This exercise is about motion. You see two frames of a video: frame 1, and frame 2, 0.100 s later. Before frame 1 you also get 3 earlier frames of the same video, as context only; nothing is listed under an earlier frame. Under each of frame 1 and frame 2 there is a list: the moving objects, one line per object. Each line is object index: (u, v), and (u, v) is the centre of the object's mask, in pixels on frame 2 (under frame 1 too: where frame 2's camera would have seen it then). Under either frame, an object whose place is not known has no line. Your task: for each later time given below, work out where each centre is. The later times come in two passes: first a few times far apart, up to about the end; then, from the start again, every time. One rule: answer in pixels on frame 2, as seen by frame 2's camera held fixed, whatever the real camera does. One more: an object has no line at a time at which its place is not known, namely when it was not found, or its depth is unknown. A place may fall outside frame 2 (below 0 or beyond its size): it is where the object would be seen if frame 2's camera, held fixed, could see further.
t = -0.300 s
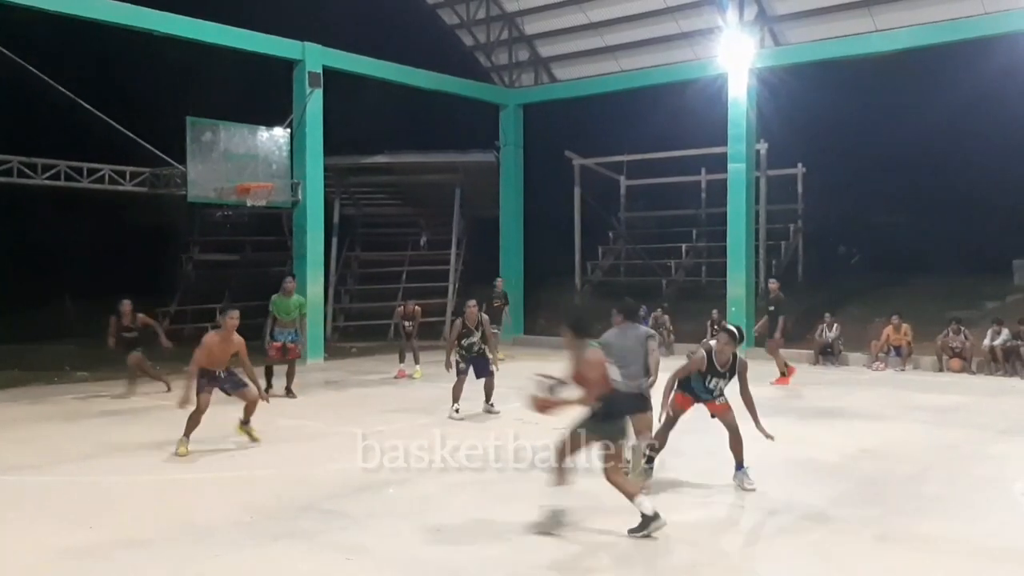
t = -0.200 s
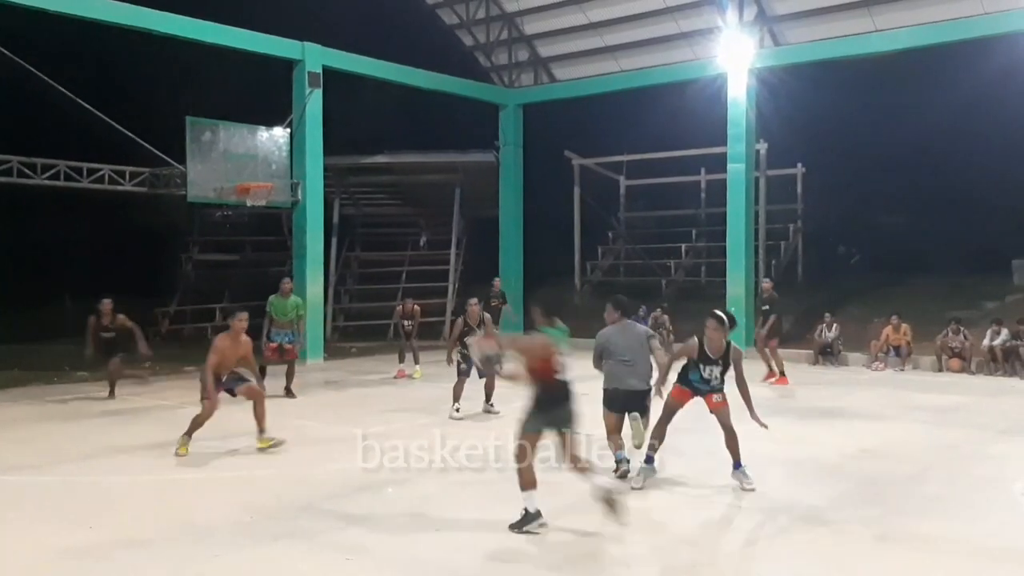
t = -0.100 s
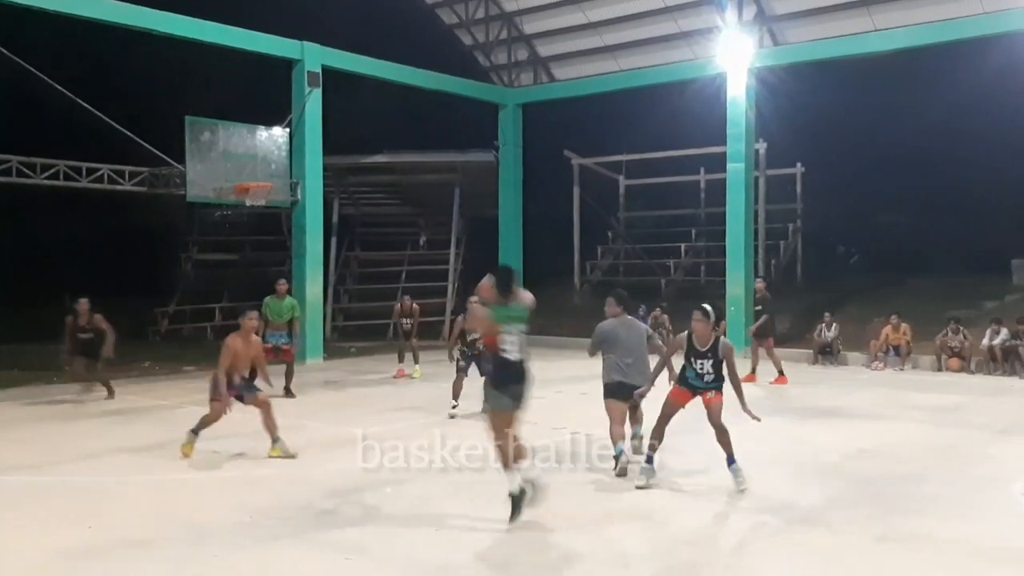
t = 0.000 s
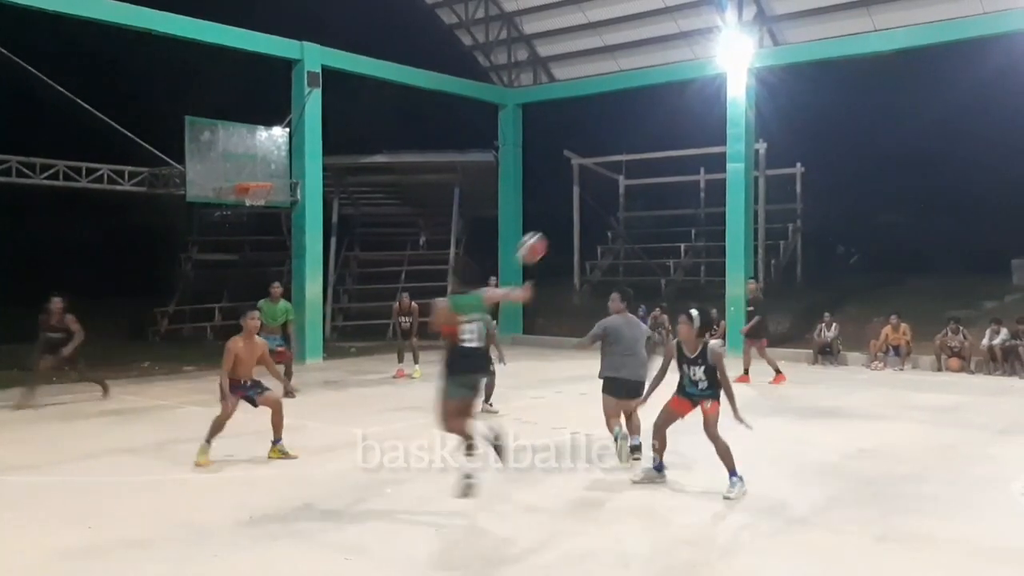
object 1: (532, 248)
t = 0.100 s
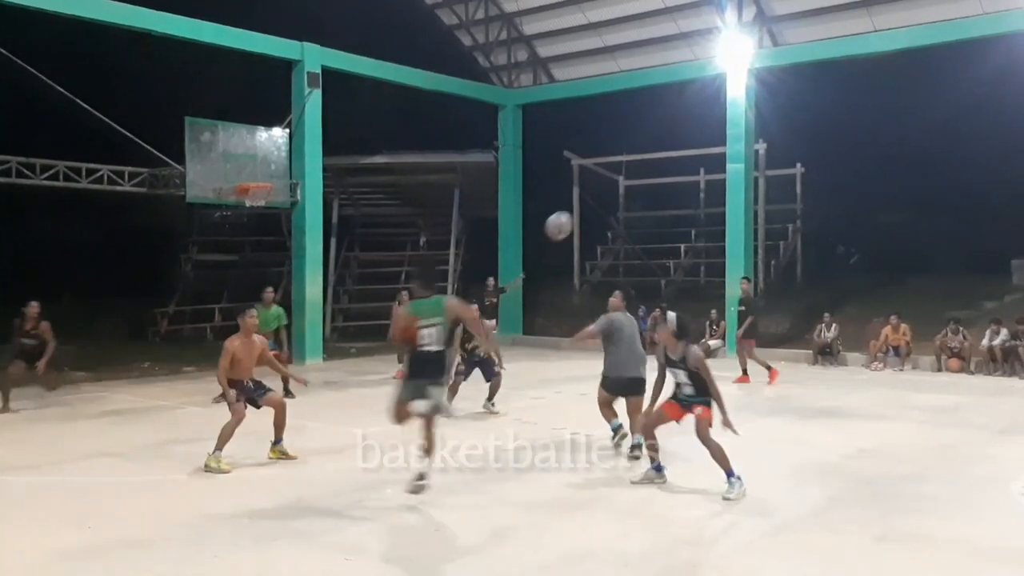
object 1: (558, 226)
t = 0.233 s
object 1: (590, 214)
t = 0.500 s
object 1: (633, 234)
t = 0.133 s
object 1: (568, 221)
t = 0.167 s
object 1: (576, 217)
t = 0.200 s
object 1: (583, 215)
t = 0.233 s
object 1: (590, 214)
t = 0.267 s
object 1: (597, 214)
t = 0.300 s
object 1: (603, 215)
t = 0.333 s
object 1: (608, 217)
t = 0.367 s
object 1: (614, 219)
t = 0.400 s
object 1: (619, 222)
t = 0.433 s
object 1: (624, 225)
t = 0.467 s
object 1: (628, 230)
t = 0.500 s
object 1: (633, 234)
